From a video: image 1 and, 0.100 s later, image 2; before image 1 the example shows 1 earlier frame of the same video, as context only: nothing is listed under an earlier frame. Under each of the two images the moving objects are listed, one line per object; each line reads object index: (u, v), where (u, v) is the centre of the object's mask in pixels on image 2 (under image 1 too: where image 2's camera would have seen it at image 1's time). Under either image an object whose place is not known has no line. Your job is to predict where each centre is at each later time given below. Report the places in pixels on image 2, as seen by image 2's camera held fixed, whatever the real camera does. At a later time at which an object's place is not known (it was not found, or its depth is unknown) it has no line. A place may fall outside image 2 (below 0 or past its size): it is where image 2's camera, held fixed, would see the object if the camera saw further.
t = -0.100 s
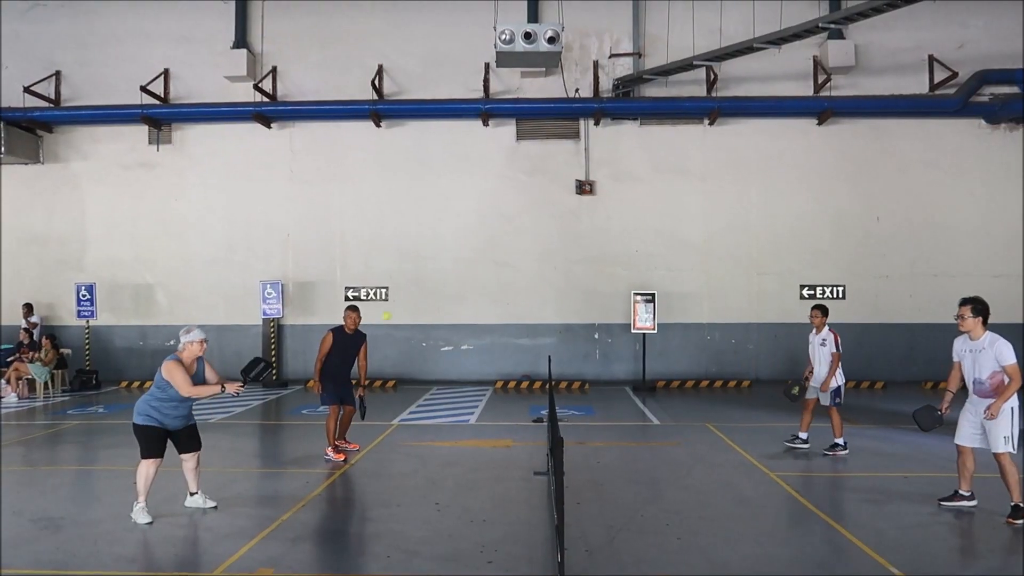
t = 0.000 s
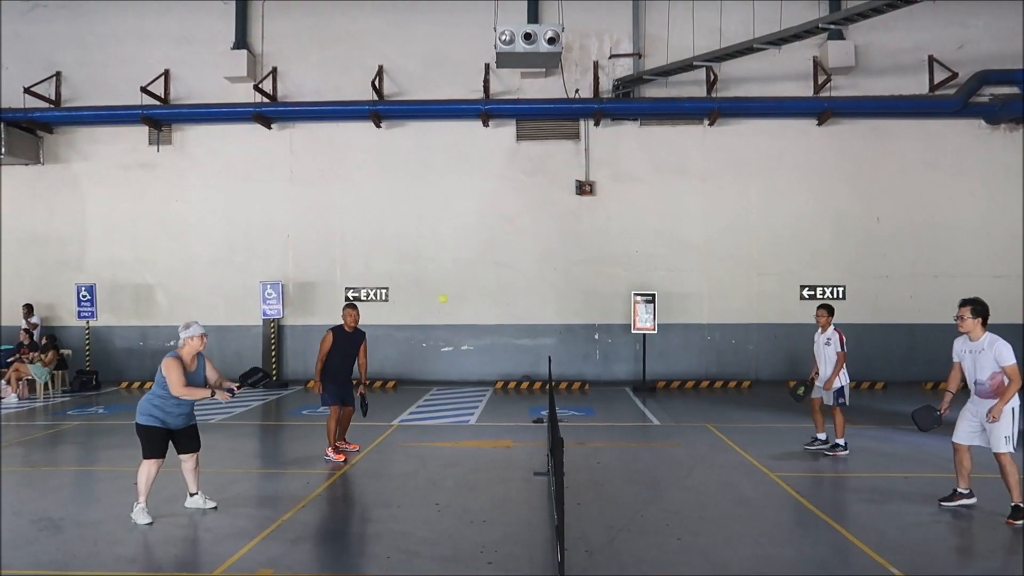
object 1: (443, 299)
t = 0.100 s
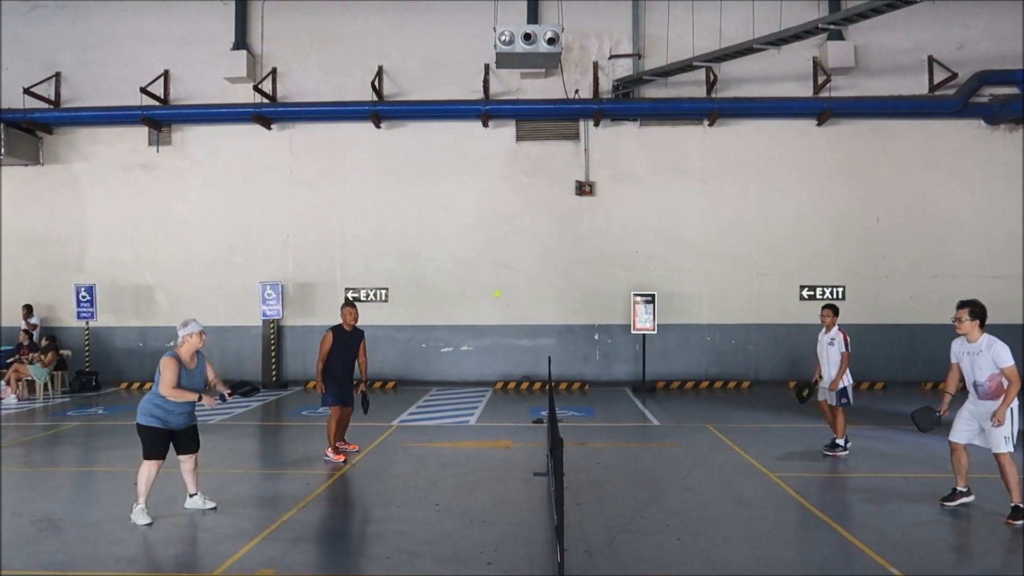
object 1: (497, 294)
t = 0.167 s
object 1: (532, 297)
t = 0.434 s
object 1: (656, 355)
